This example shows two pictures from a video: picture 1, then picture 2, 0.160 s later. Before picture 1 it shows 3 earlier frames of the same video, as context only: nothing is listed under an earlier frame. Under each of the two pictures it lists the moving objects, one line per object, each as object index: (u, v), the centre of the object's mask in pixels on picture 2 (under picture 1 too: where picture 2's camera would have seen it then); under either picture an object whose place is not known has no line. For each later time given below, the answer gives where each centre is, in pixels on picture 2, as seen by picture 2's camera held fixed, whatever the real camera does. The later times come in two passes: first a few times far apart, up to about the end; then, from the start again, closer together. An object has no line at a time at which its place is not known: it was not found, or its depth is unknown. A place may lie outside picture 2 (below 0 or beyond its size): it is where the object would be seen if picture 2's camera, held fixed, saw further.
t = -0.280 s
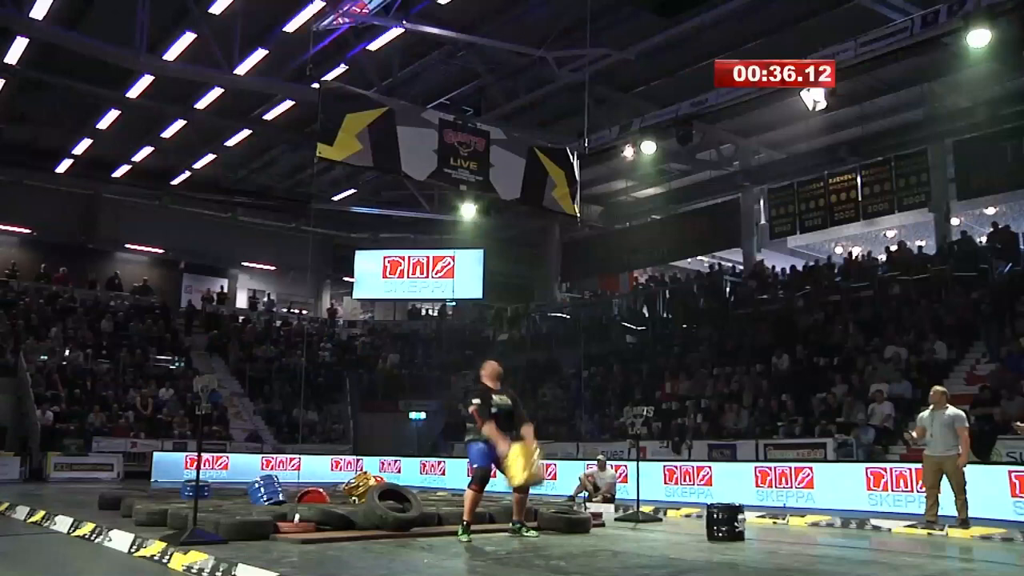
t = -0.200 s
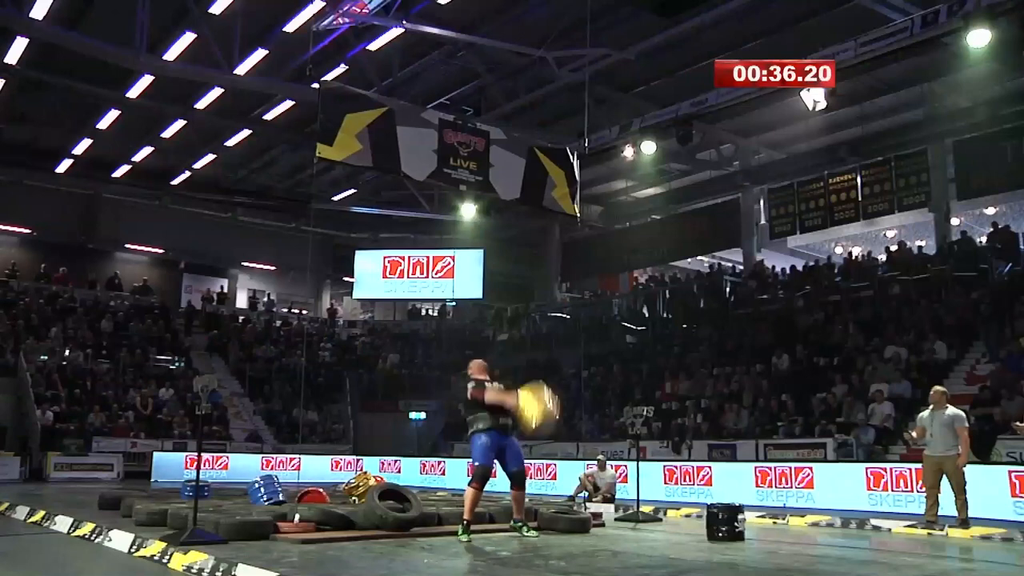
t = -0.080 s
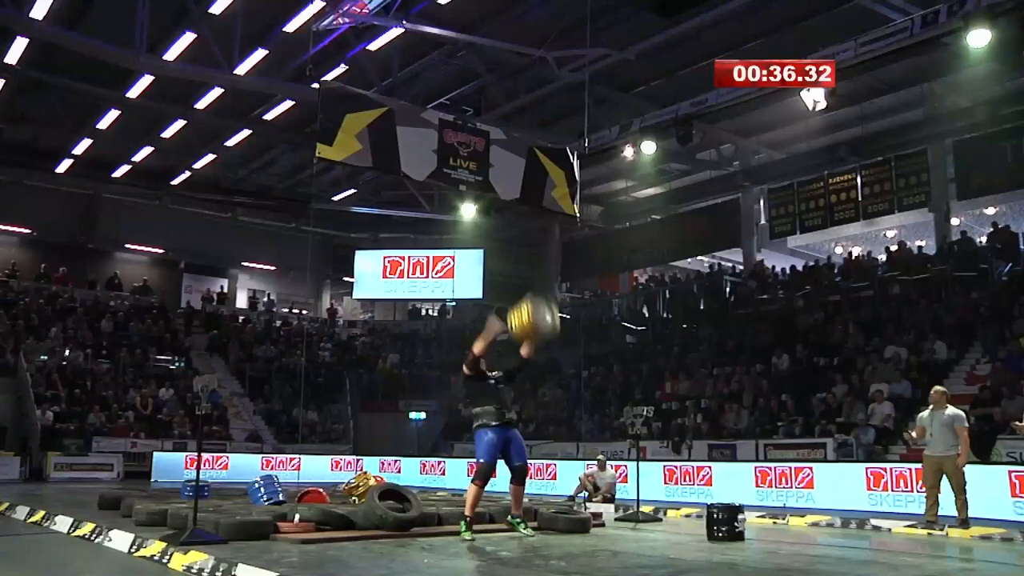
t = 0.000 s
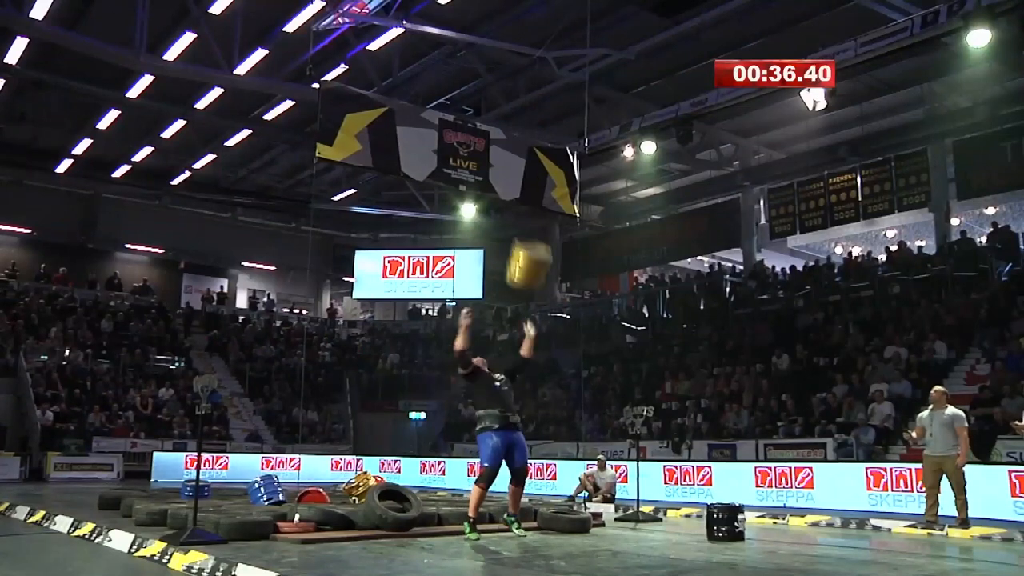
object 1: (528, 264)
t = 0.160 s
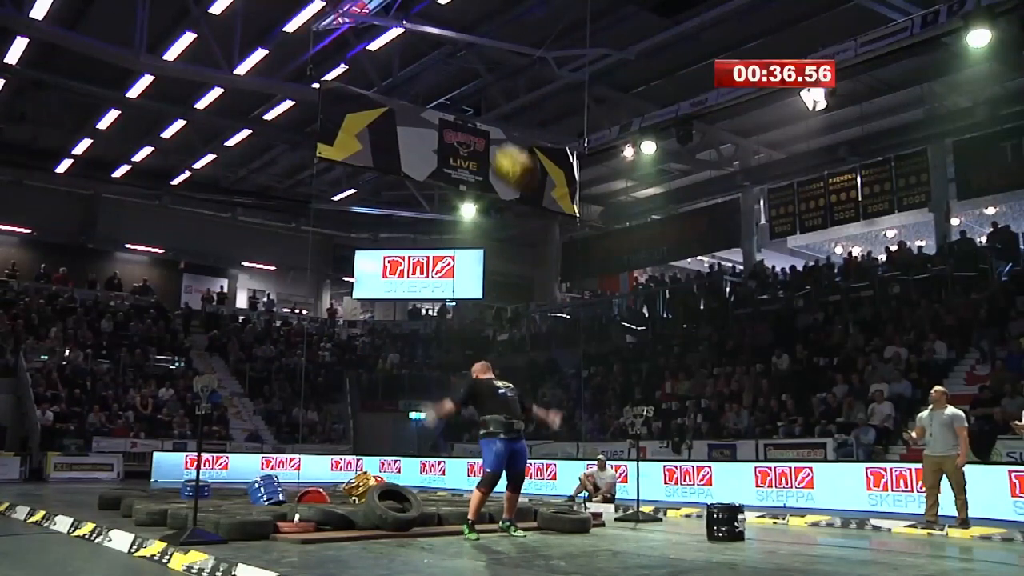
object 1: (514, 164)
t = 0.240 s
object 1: (506, 130)
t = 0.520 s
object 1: (470, 65)
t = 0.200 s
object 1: (508, 145)
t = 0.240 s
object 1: (506, 130)
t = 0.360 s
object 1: (490, 92)
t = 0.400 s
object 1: (486, 80)
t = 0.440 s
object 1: (480, 73)
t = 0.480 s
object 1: (475, 68)
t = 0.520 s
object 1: (470, 65)
